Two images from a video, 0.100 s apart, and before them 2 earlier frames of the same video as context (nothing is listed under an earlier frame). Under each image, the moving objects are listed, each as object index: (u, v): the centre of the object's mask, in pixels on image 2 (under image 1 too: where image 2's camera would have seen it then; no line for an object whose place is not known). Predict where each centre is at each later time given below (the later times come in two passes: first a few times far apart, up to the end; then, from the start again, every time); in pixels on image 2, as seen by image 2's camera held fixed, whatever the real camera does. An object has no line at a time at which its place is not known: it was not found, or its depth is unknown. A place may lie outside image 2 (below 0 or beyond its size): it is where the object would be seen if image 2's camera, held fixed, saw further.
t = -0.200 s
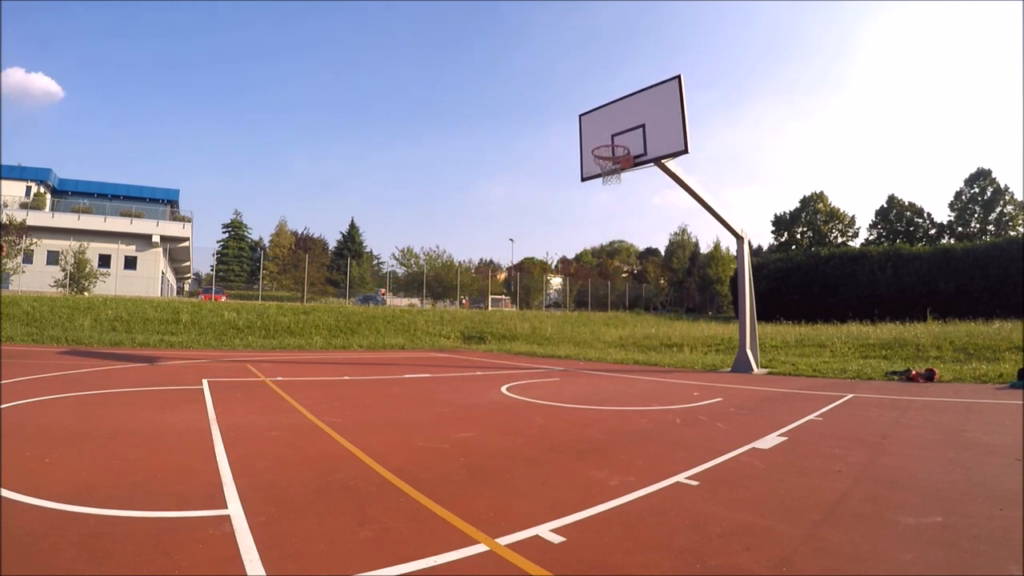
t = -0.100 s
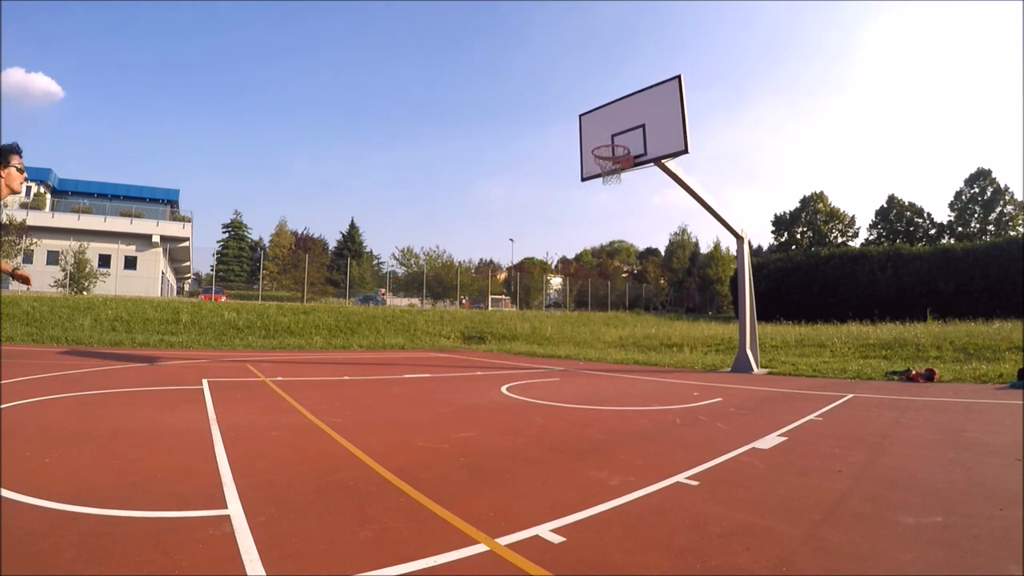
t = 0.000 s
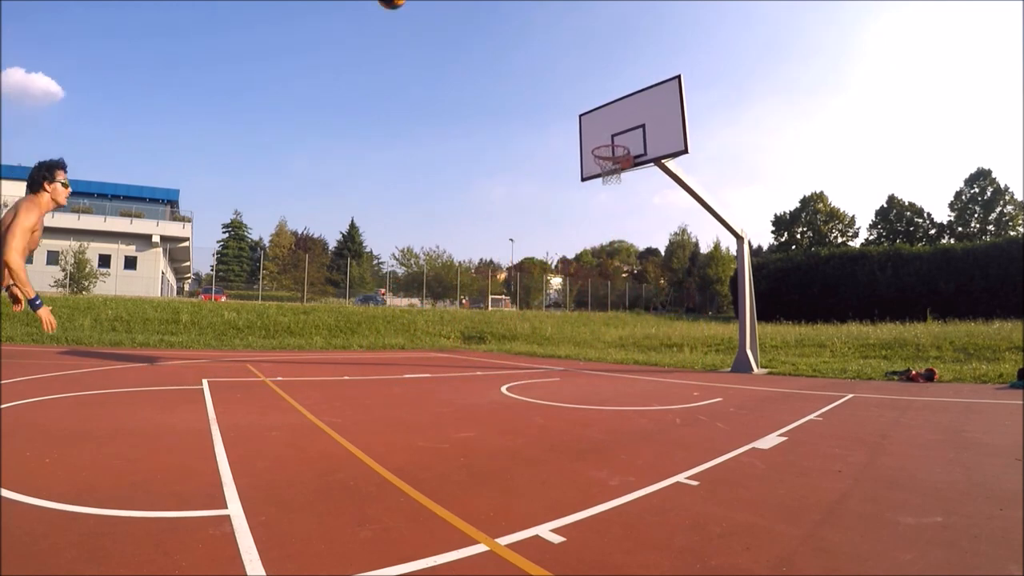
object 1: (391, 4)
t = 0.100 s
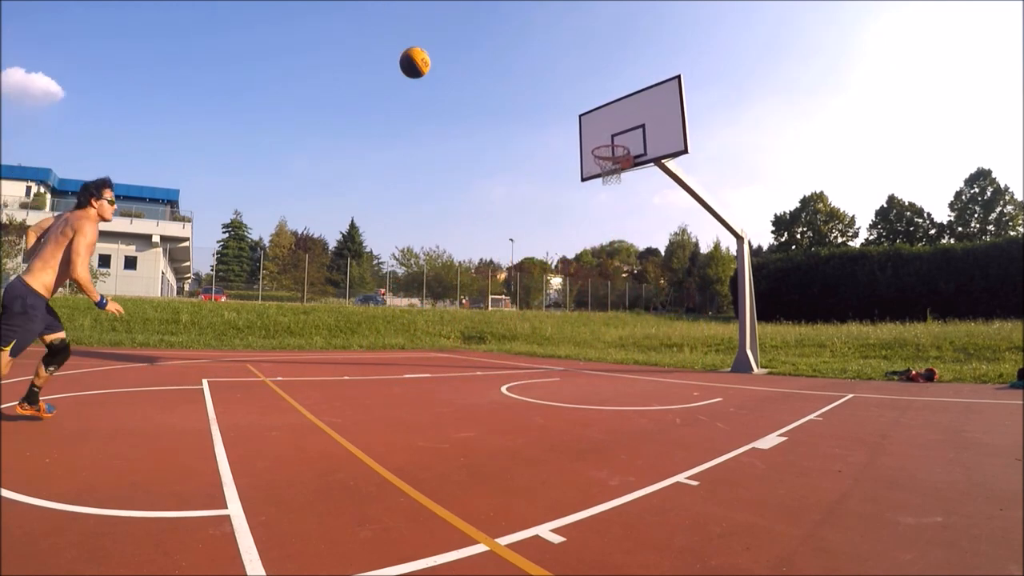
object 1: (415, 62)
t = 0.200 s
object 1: (437, 145)
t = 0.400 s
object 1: (481, 343)
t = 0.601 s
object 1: (505, 302)
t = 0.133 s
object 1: (422, 88)
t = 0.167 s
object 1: (429, 116)
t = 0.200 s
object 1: (437, 145)
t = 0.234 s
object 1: (444, 176)
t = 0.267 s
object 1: (452, 207)
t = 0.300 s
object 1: (459, 240)
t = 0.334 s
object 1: (467, 274)
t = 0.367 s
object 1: (474, 308)
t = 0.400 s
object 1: (481, 343)
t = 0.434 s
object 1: (488, 378)
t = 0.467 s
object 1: (493, 398)
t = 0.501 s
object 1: (496, 372)
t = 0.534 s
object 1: (499, 347)
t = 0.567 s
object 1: (502, 324)
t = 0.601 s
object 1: (505, 302)
